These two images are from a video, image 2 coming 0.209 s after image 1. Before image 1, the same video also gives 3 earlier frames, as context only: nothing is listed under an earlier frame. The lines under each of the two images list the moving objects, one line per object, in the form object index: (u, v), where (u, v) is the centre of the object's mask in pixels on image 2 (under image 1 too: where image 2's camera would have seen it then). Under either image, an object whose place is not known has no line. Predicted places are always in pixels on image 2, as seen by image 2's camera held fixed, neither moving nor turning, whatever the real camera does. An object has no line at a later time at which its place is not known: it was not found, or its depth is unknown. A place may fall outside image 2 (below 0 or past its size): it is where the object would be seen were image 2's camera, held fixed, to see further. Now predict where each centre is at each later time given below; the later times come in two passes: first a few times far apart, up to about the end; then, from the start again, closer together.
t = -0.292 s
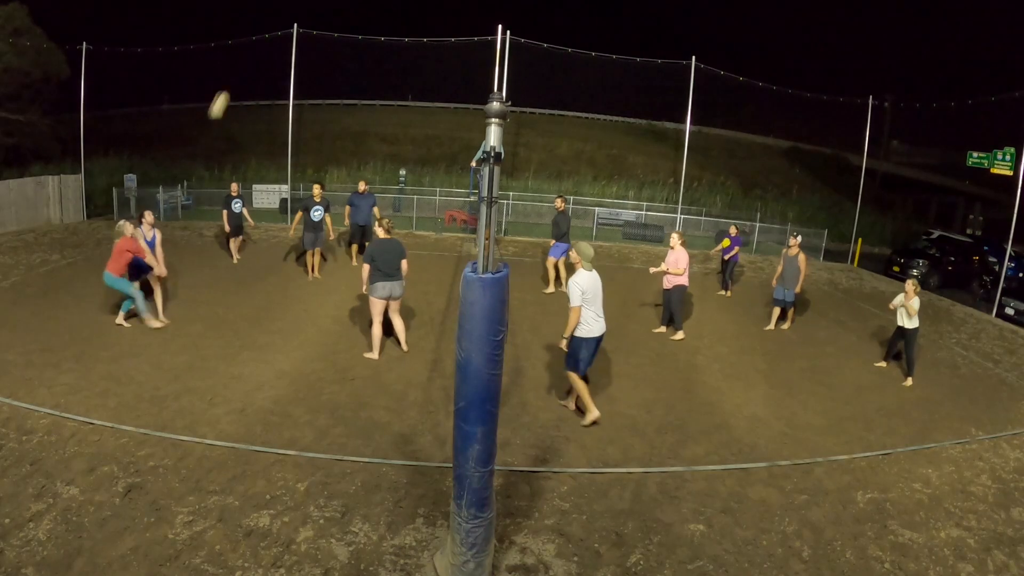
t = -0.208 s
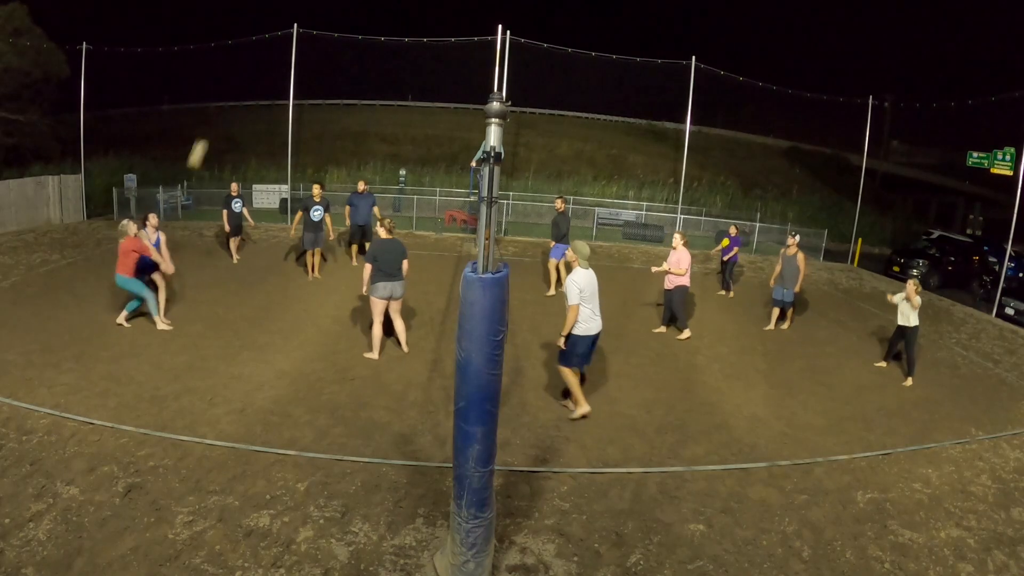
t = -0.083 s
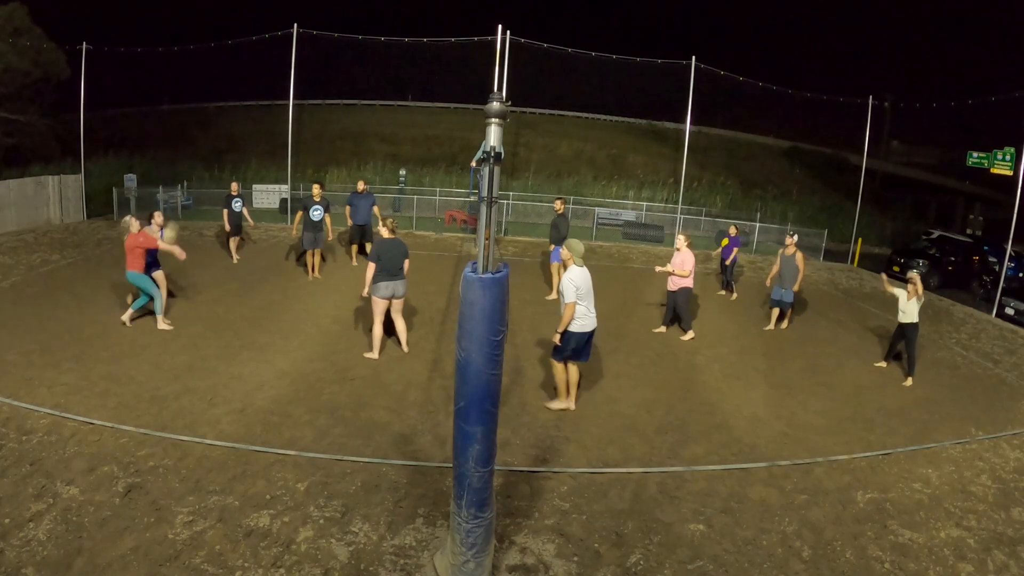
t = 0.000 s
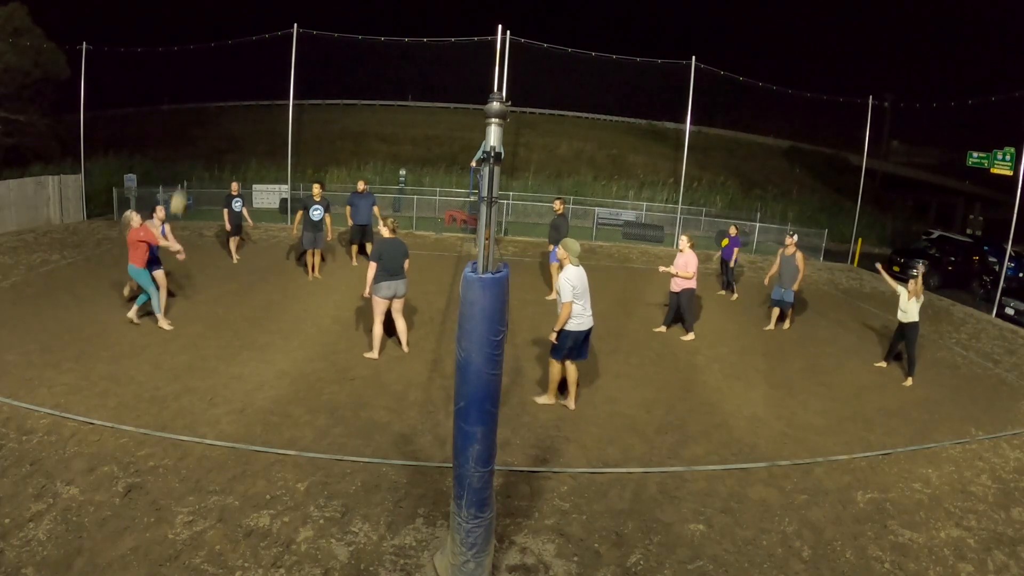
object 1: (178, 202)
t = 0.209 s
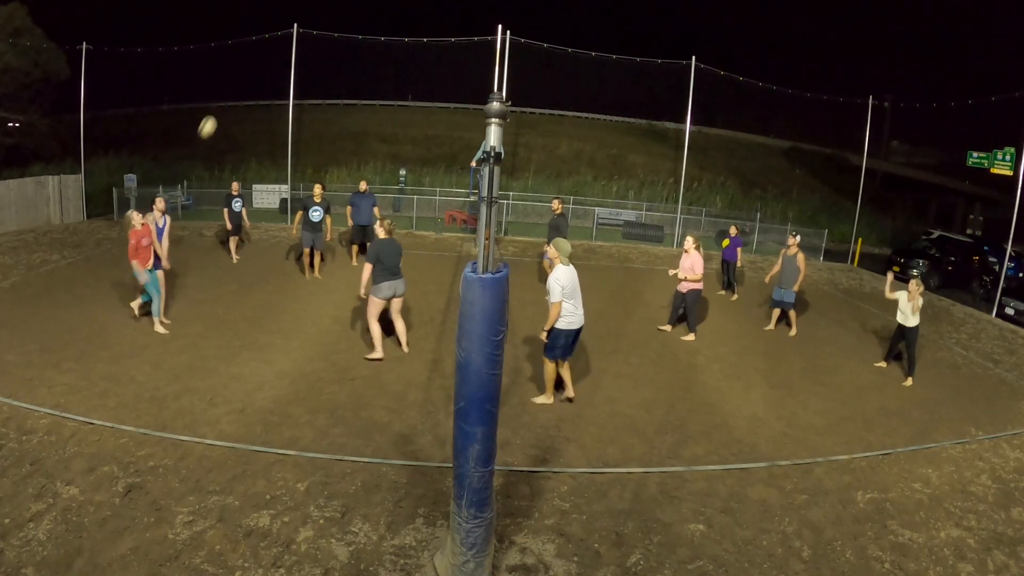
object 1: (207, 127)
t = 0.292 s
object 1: (220, 106)
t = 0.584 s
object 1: (264, 73)
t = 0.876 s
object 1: (305, 104)
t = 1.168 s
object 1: (342, 194)
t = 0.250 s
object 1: (214, 116)
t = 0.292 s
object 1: (220, 106)
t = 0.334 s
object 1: (227, 97)
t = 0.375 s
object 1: (233, 90)
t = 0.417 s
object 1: (239, 84)
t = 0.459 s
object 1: (246, 79)
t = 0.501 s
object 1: (252, 76)
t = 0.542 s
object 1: (258, 74)
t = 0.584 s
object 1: (264, 73)
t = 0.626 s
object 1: (270, 74)
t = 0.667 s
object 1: (276, 76)
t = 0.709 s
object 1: (282, 79)
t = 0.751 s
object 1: (288, 83)
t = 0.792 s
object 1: (293, 89)
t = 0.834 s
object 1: (300, 96)
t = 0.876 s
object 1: (305, 104)
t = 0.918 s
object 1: (310, 113)
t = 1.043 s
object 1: (326, 149)
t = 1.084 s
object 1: (331, 163)
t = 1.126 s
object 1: (336, 178)
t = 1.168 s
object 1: (342, 194)
